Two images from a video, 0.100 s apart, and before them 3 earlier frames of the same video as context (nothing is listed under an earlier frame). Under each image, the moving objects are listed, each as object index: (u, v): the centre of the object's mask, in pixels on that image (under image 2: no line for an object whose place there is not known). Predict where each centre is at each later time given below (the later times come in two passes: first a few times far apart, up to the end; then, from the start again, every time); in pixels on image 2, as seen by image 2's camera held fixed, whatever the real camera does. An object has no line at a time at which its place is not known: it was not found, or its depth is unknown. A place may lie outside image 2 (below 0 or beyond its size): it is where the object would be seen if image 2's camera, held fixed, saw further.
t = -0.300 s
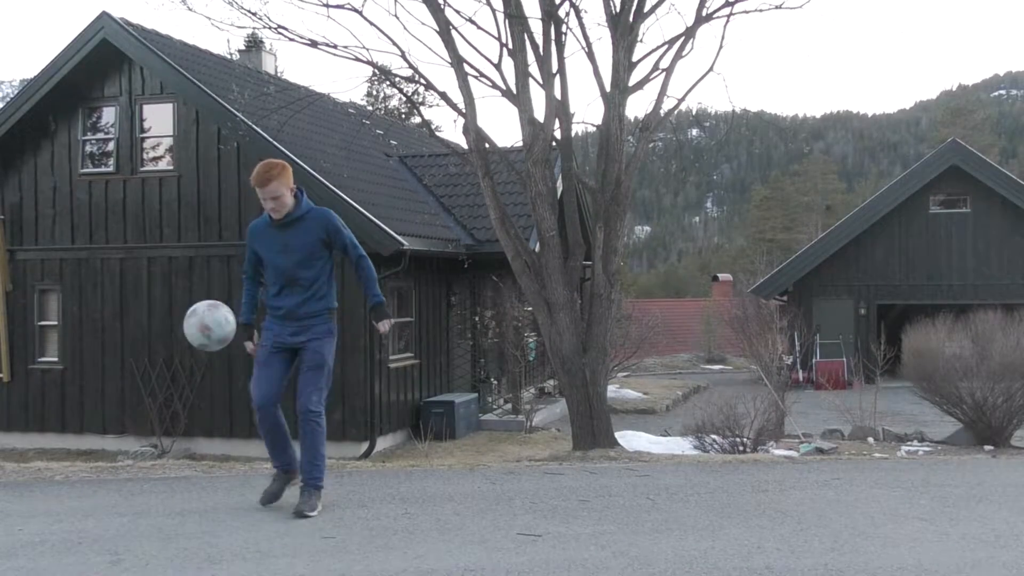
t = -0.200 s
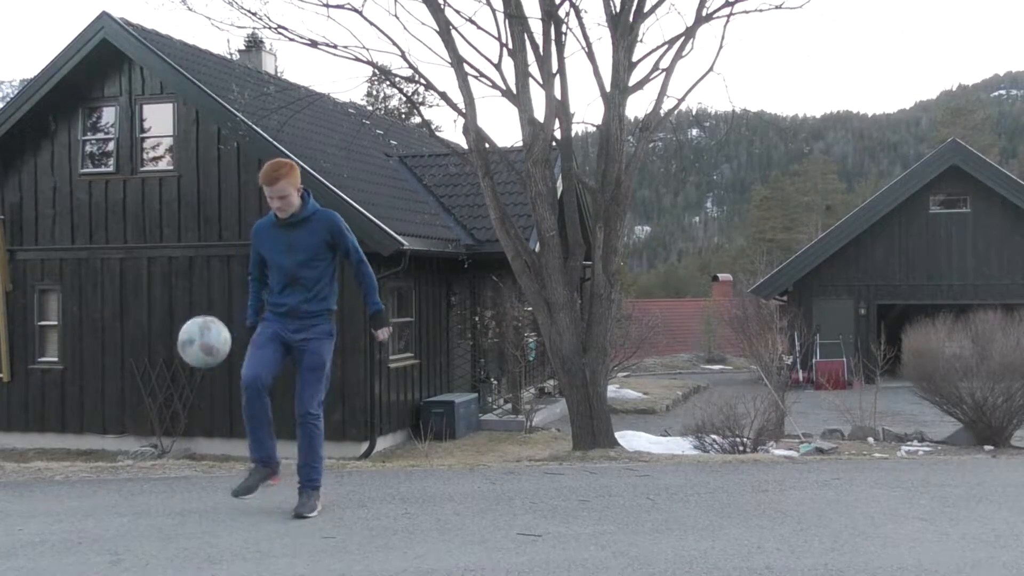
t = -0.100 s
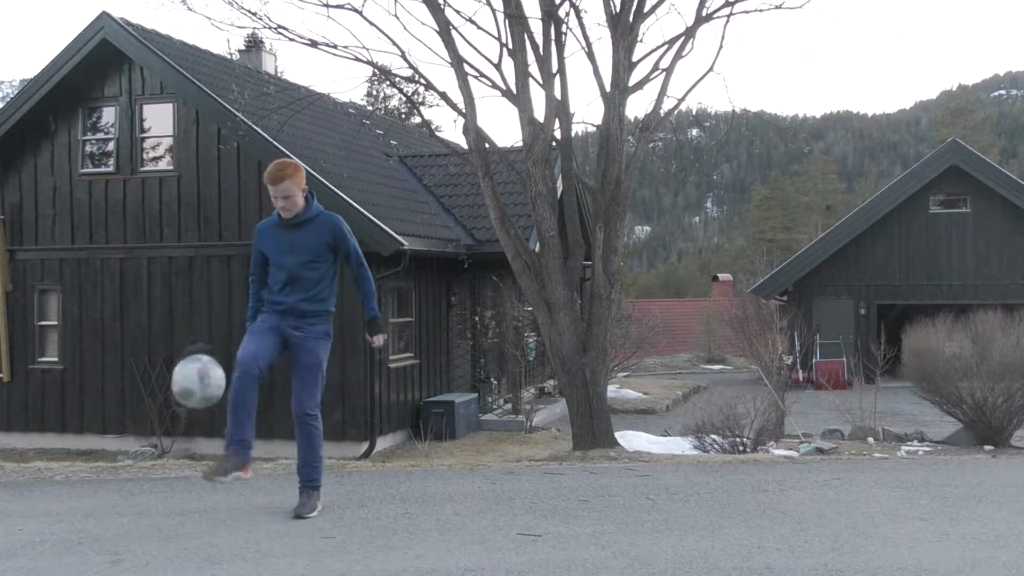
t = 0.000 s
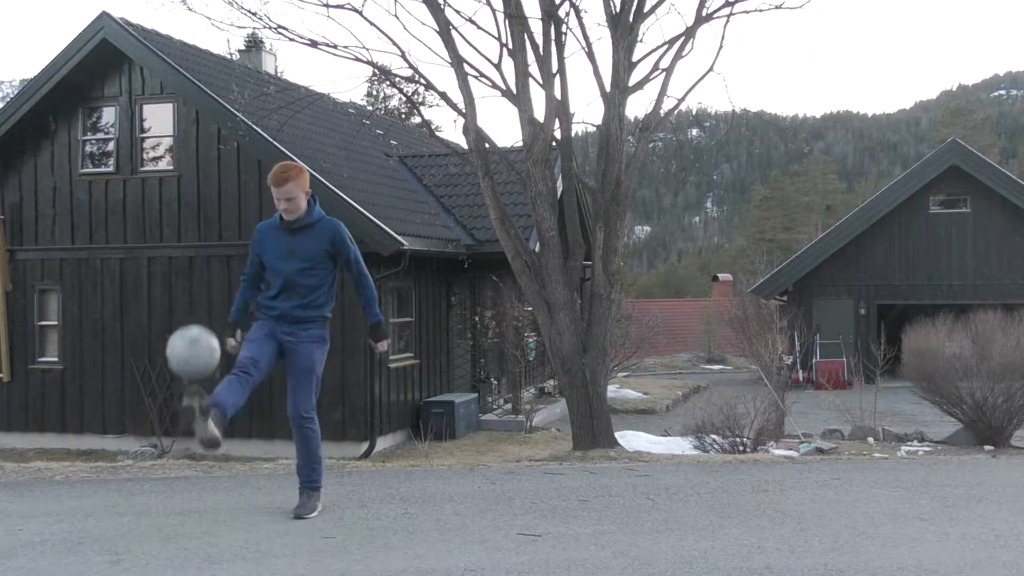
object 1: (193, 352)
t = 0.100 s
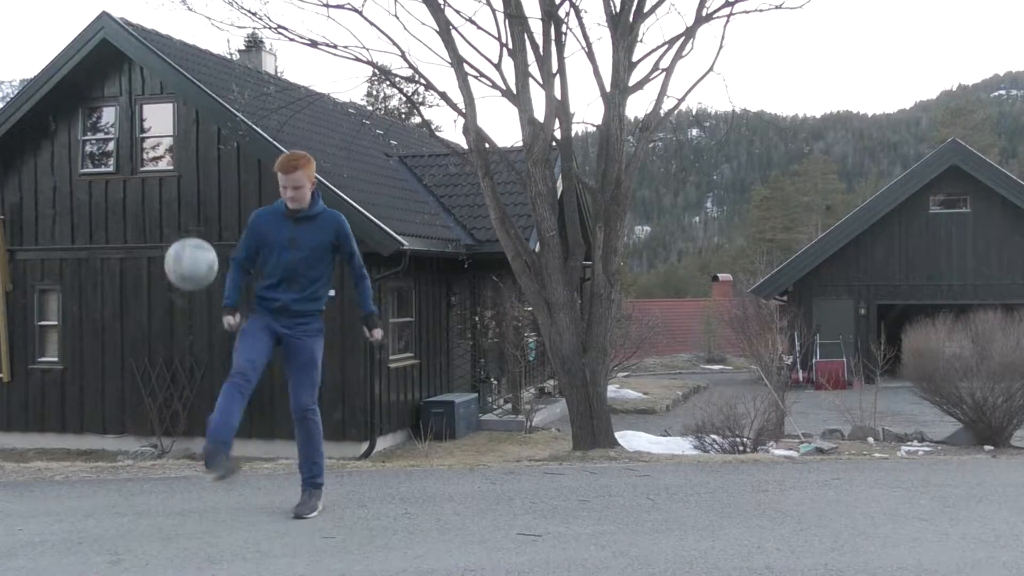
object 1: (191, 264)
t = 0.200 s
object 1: (188, 198)
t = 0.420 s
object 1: (186, 138)
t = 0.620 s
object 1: (184, 173)
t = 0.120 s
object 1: (191, 249)
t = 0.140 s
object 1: (190, 236)
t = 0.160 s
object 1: (190, 223)
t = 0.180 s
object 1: (189, 210)
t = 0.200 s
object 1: (188, 198)
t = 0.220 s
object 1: (188, 189)
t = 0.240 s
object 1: (188, 180)
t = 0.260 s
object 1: (188, 171)
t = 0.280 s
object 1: (188, 164)
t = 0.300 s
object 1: (188, 158)
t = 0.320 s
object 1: (188, 152)
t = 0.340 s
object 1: (187, 148)
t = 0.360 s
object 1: (187, 145)
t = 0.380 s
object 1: (187, 142)
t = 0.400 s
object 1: (186, 140)
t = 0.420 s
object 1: (186, 138)
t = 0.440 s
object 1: (186, 138)
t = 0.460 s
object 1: (186, 138)
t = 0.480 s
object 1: (185, 140)
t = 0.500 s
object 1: (185, 142)
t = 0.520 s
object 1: (185, 145)
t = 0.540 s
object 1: (185, 148)
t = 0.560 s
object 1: (185, 153)
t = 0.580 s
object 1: (185, 159)
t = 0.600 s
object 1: (184, 166)
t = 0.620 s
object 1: (184, 173)
